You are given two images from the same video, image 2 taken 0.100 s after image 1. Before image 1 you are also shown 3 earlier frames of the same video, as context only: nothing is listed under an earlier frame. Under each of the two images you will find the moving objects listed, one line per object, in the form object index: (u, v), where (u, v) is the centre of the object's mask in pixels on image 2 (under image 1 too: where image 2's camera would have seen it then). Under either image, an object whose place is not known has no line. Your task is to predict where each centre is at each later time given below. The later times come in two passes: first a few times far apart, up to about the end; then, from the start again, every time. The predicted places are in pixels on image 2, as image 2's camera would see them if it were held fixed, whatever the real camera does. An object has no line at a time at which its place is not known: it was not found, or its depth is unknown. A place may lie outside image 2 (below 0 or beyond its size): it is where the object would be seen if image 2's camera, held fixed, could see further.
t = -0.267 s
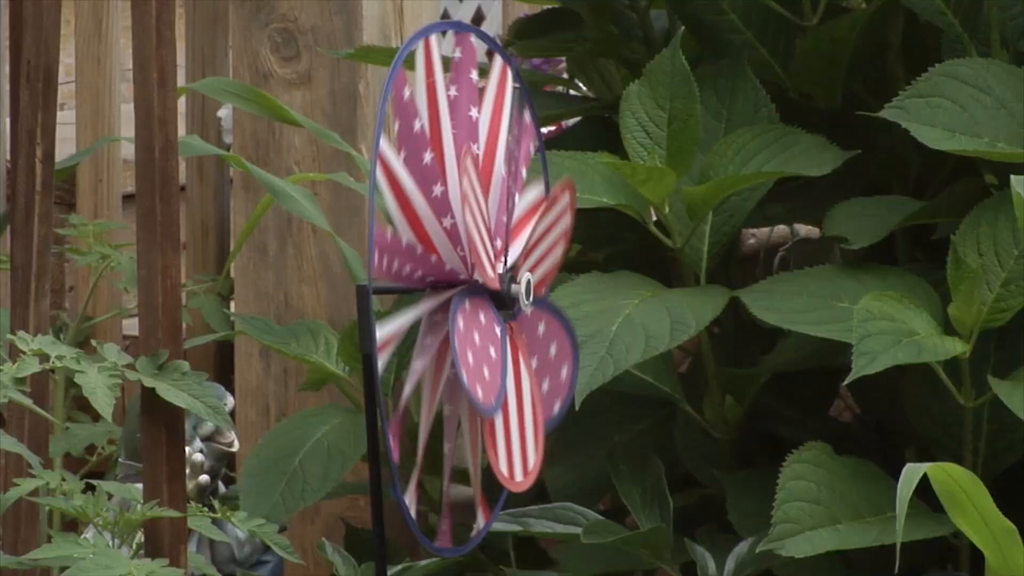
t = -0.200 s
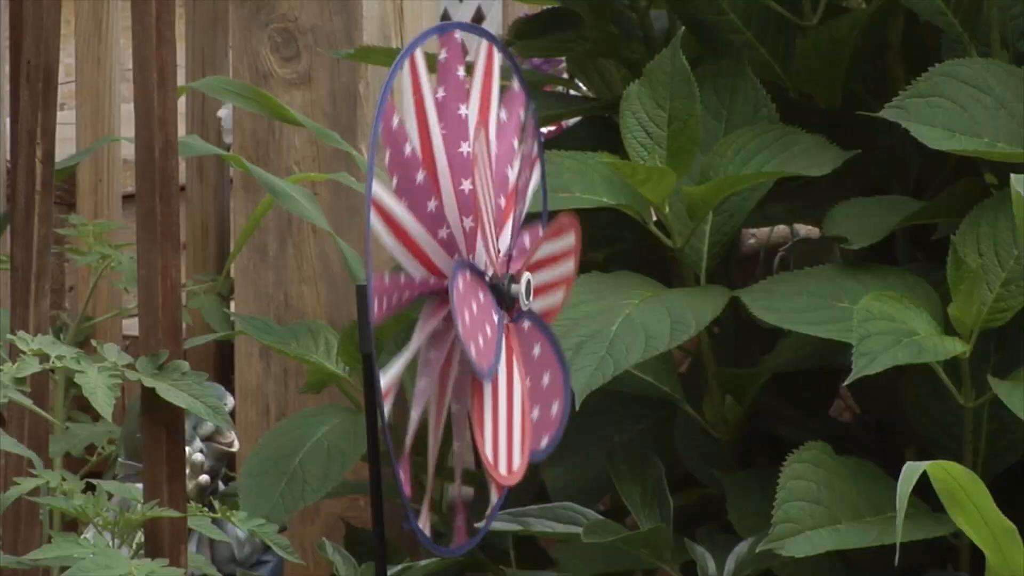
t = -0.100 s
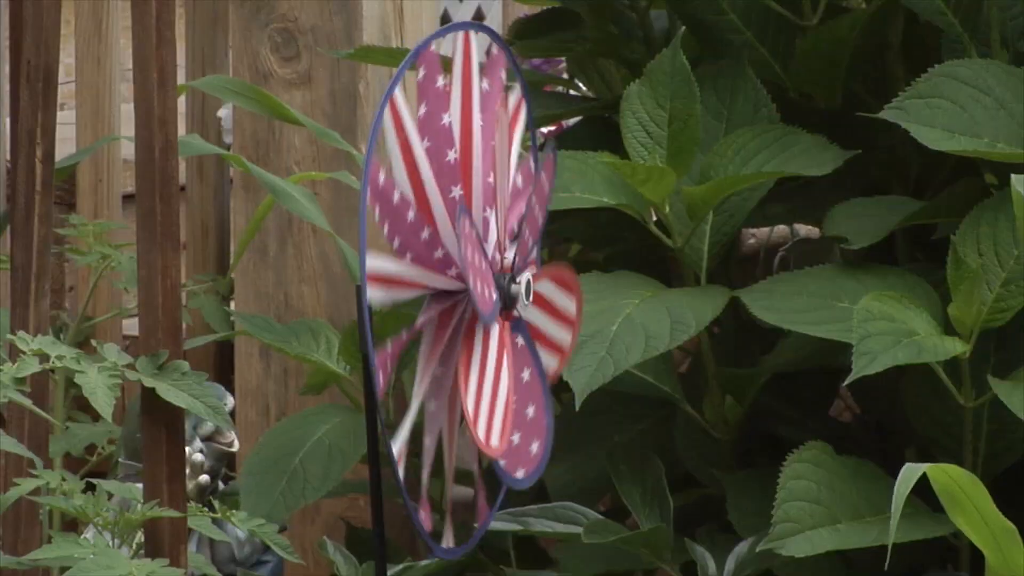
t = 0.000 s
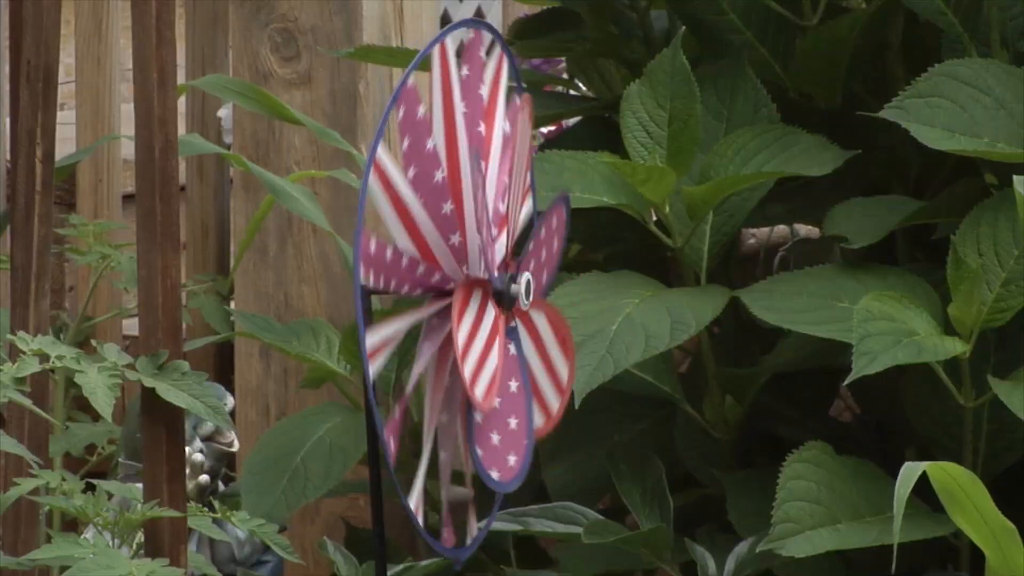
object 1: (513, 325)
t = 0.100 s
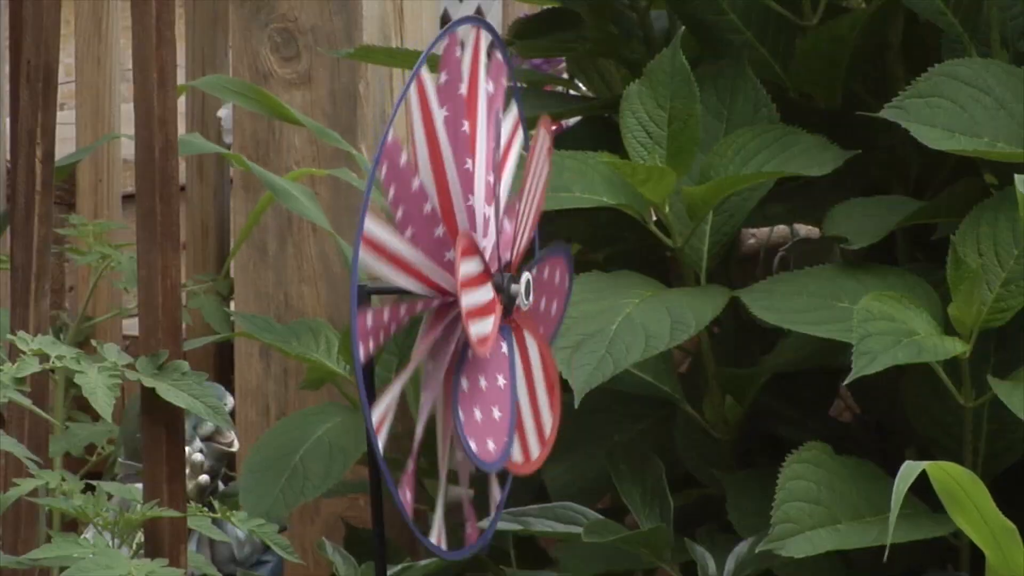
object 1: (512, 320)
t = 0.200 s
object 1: (510, 336)
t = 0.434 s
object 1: (507, 305)
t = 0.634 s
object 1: (509, 315)
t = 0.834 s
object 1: (510, 315)
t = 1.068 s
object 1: (511, 315)
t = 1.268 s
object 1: (512, 330)
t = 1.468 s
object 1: (512, 332)
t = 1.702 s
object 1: (512, 325)
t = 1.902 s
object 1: (512, 333)
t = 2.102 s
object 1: (513, 318)
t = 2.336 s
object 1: (513, 331)
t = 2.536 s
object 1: (513, 323)
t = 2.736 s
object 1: (514, 329)
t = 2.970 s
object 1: (513, 333)
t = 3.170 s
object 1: (513, 329)
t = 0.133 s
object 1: (511, 337)
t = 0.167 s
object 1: (511, 337)
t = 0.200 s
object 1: (510, 336)
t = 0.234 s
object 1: (509, 331)
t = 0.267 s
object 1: (508, 331)
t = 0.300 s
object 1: (508, 321)
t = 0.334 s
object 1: (509, 313)
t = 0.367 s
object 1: (509, 313)
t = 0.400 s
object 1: (508, 312)
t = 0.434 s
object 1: (507, 305)
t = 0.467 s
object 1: (509, 328)
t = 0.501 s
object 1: (509, 319)
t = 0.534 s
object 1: (509, 320)
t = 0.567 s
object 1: (510, 319)
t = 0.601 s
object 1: (509, 317)
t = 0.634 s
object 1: (509, 315)
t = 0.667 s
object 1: (509, 311)
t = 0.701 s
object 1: (509, 306)
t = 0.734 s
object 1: (509, 305)
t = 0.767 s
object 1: (510, 323)
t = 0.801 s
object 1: (510, 321)
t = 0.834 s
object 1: (510, 315)
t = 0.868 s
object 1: (511, 321)
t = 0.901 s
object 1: (511, 320)
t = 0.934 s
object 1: (511, 314)
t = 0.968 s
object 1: (512, 312)
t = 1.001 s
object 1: (511, 314)
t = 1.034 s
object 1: (512, 330)
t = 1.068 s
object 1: (511, 315)
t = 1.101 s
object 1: (512, 329)
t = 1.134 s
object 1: (512, 329)
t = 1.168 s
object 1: (512, 327)
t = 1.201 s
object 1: (513, 326)
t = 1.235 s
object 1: (512, 330)
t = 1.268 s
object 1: (512, 330)
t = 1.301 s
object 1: (513, 329)
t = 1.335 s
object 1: (512, 326)
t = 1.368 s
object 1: (512, 328)
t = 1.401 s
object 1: (512, 332)
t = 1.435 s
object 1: (512, 332)
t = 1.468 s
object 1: (512, 332)
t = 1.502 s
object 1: (512, 330)
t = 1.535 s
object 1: (511, 322)
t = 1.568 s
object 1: (511, 319)
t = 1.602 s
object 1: (510, 310)
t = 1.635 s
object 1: (510, 318)
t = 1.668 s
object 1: (510, 314)
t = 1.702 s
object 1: (512, 325)
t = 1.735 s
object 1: (512, 324)
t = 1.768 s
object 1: (512, 321)
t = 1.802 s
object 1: (512, 319)
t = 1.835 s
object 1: (511, 321)
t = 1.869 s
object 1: (511, 323)
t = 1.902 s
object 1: (512, 333)
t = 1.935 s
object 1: (513, 331)
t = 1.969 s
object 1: (513, 330)
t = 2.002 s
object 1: (512, 327)
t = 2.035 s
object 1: (513, 325)
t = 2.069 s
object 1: (513, 324)
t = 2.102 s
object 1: (513, 318)
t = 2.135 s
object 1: (513, 320)
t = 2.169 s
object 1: (512, 318)
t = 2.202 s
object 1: (512, 318)
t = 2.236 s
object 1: (512, 316)
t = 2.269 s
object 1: (512, 311)
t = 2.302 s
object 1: (513, 333)
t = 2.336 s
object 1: (513, 331)
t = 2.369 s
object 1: (513, 330)
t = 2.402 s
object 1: (513, 328)
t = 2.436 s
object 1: (513, 321)
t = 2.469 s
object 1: (512, 333)
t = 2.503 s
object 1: (513, 322)
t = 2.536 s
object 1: (513, 323)
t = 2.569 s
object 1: (513, 324)
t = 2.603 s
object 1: (513, 322)
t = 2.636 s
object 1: (512, 316)
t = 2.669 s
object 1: (513, 330)
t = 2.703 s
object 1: (513, 329)
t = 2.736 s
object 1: (514, 329)
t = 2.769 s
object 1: (513, 323)
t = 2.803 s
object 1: (513, 323)
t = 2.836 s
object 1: (513, 323)
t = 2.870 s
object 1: (513, 319)
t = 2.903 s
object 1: (513, 331)
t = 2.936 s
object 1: (513, 333)
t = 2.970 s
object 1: (513, 333)
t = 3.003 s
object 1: (513, 332)
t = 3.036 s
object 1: (512, 330)
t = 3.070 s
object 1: (512, 328)
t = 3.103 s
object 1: (513, 323)
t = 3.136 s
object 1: (512, 330)
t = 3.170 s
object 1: (513, 329)
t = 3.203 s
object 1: (513, 320)
